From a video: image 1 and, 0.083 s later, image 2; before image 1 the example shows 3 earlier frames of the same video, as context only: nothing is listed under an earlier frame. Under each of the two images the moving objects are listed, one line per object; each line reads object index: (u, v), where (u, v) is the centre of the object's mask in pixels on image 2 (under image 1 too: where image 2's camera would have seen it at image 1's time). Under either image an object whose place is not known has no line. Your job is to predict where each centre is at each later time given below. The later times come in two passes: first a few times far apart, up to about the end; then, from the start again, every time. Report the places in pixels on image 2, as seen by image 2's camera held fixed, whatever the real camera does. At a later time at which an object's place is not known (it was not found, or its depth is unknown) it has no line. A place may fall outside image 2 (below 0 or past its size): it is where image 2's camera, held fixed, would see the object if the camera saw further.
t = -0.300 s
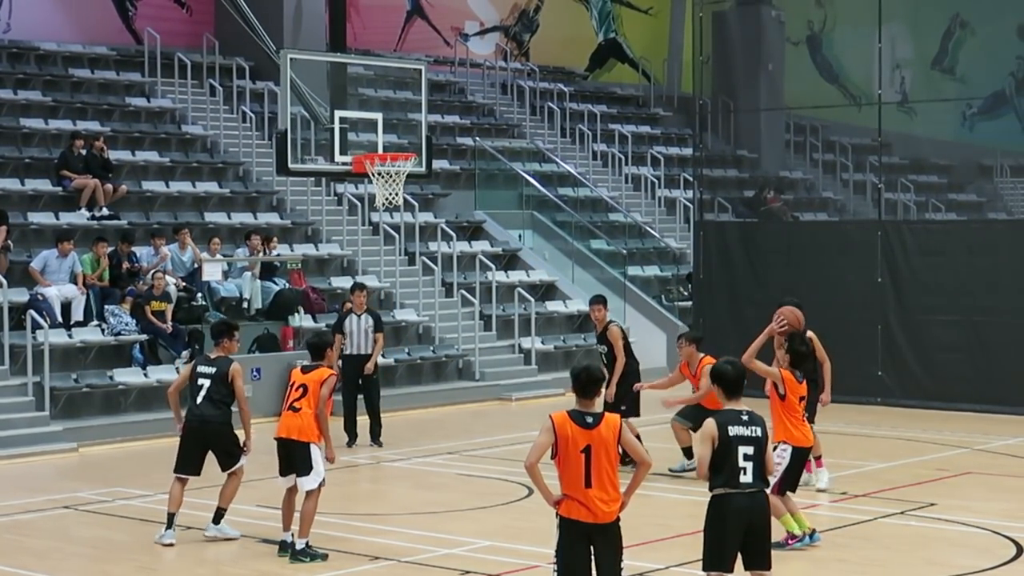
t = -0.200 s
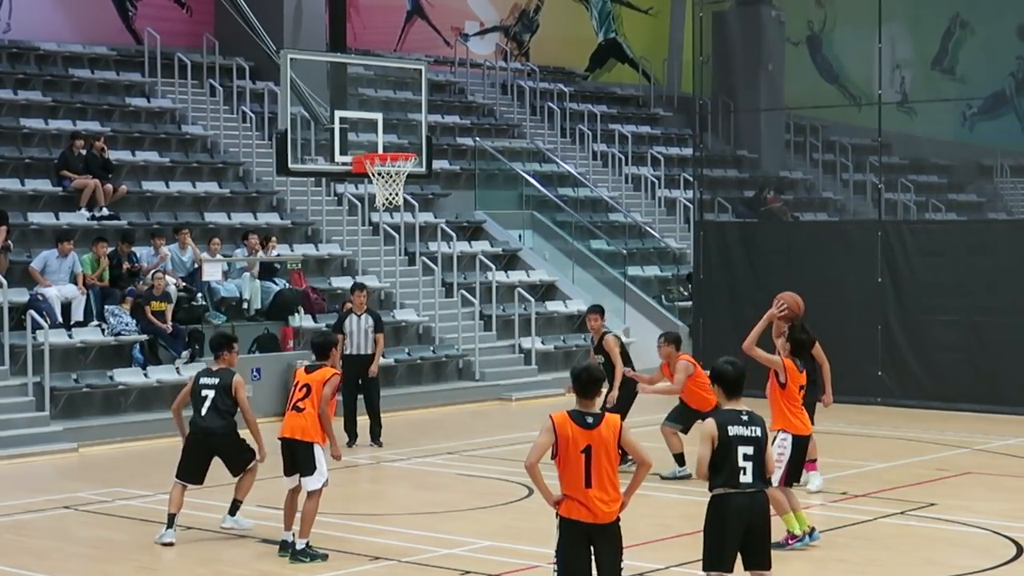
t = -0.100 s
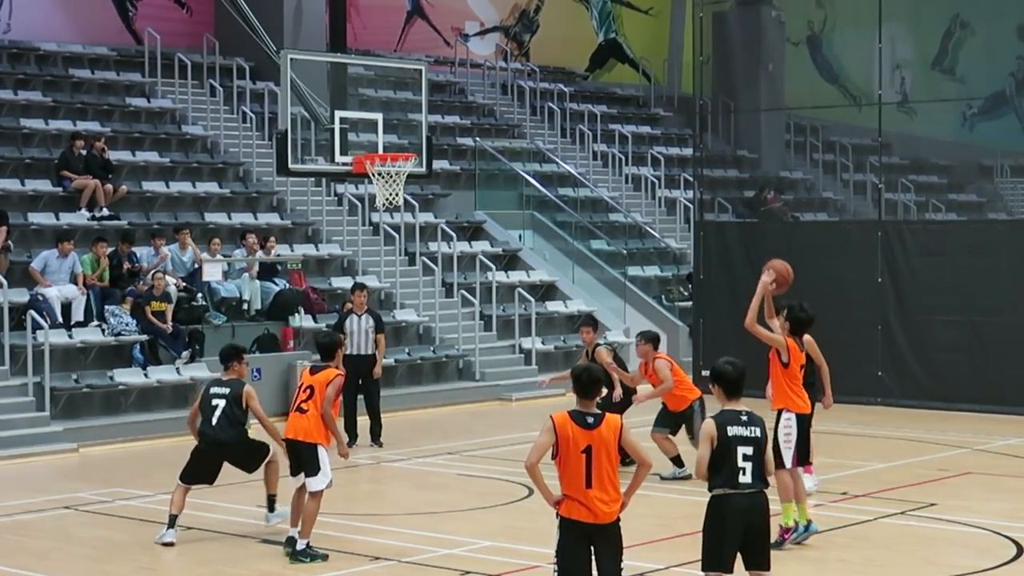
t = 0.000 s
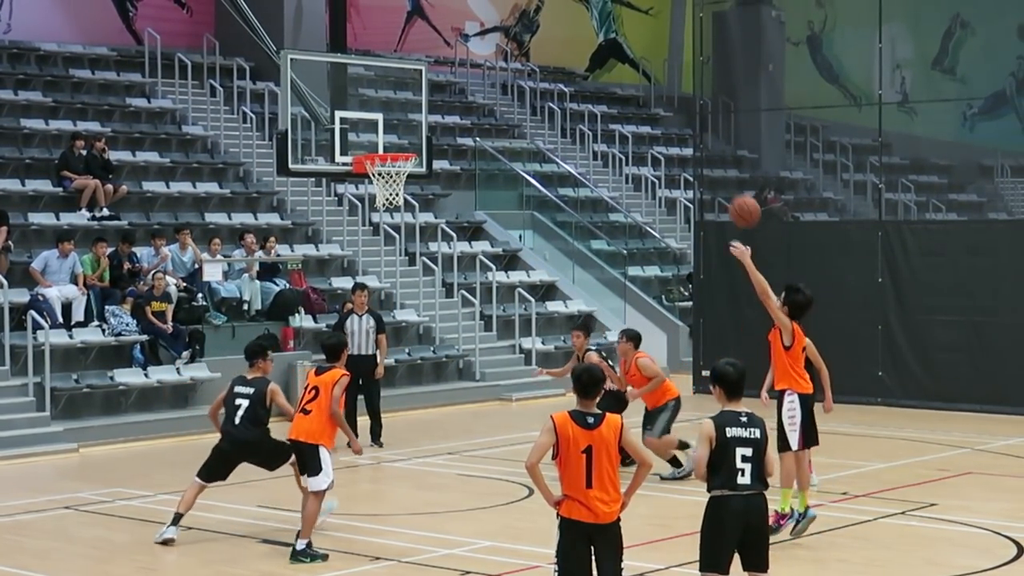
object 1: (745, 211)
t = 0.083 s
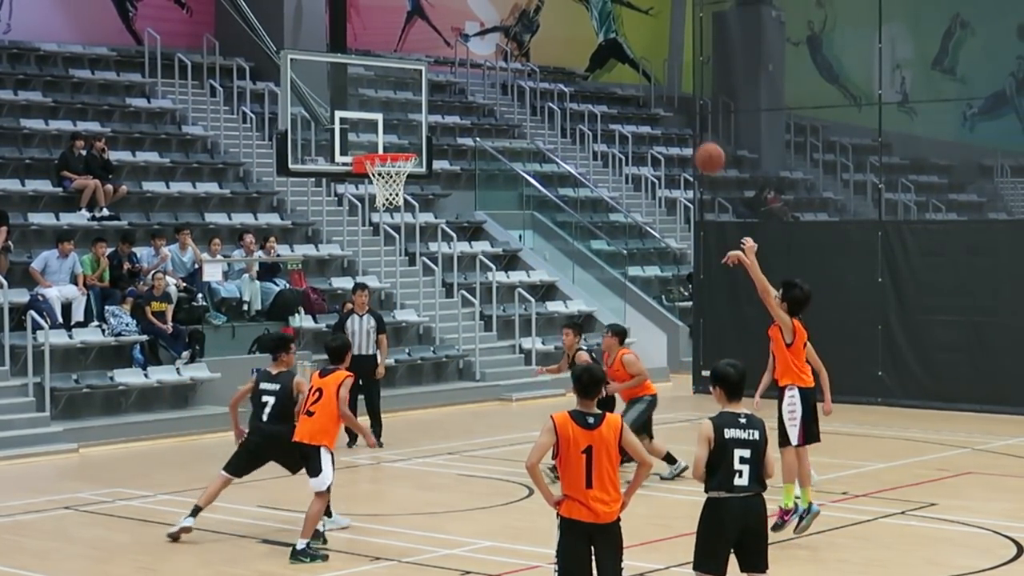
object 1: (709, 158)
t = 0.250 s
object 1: (644, 84)
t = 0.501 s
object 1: (553, 40)
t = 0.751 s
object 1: (472, 69)
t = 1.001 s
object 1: (407, 135)
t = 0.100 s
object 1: (704, 150)
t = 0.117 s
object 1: (696, 140)
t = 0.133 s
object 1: (689, 132)
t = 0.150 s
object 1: (683, 124)
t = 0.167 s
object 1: (676, 116)
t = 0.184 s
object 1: (669, 109)
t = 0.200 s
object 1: (663, 102)
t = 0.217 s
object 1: (656, 96)
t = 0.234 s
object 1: (650, 90)
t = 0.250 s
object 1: (644, 84)
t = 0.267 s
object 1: (638, 78)
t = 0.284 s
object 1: (631, 73)
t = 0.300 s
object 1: (625, 68)
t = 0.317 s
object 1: (618, 64)
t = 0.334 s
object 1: (612, 60)
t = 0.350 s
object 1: (606, 56)
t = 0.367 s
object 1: (601, 54)
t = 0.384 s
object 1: (594, 51)
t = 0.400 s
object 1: (588, 48)
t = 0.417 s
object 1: (582, 46)
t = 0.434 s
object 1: (576, 44)
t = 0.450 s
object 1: (571, 42)
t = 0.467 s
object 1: (565, 41)
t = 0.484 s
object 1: (559, 40)
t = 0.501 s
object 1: (553, 40)
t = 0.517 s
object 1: (548, 40)
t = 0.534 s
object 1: (542, 40)
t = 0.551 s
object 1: (537, 40)
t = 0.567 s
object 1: (531, 41)
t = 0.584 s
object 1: (526, 42)
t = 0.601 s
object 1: (520, 43)
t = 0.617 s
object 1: (513, 46)
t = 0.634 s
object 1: (509, 48)
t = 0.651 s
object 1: (504, 49)
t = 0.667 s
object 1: (498, 52)
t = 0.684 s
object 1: (492, 55)
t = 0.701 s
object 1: (487, 58)
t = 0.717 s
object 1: (482, 62)
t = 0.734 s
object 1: (477, 65)
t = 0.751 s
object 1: (472, 69)
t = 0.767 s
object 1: (467, 73)
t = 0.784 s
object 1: (461, 79)
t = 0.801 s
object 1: (456, 84)
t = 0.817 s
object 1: (452, 89)
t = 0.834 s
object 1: (446, 94)
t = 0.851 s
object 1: (441, 100)
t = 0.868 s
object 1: (437, 105)
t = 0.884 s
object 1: (432, 113)
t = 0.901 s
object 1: (427, 119)
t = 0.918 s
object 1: (422, 126)
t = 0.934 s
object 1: (417, 133)
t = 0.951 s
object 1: (412, 140)
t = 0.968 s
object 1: (410, 142)
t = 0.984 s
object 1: (408, 139)
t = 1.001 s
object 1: (407, 135)
